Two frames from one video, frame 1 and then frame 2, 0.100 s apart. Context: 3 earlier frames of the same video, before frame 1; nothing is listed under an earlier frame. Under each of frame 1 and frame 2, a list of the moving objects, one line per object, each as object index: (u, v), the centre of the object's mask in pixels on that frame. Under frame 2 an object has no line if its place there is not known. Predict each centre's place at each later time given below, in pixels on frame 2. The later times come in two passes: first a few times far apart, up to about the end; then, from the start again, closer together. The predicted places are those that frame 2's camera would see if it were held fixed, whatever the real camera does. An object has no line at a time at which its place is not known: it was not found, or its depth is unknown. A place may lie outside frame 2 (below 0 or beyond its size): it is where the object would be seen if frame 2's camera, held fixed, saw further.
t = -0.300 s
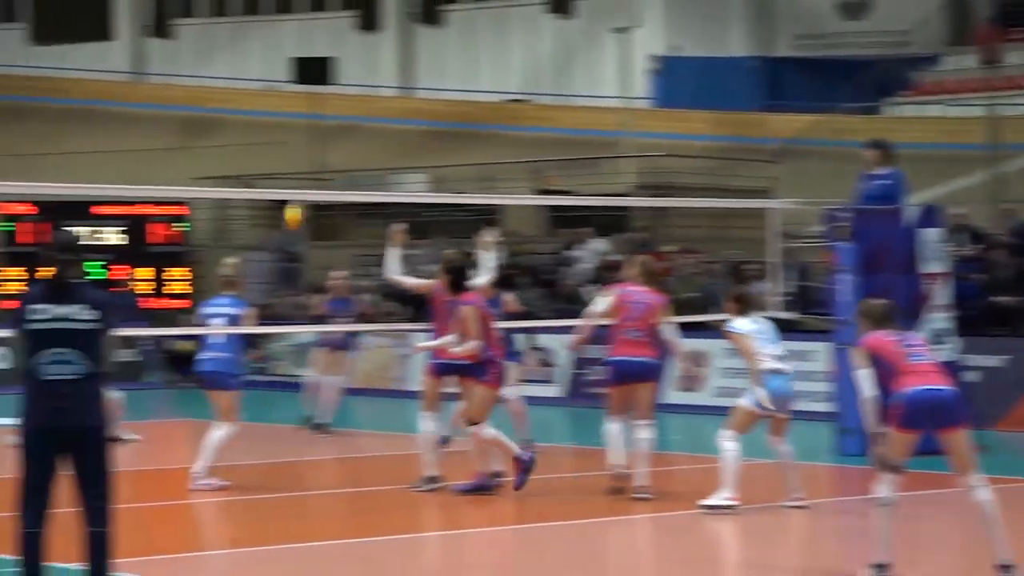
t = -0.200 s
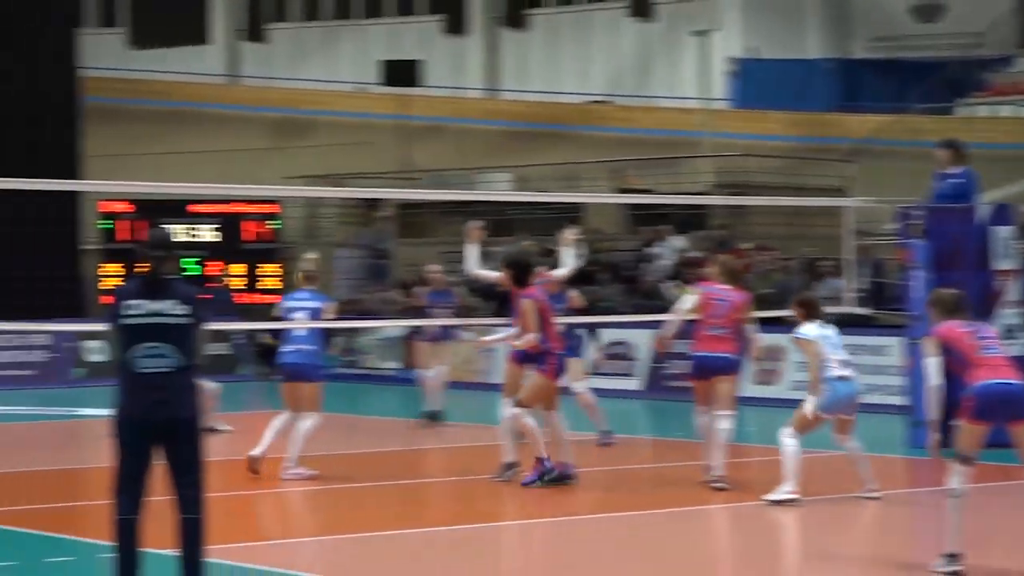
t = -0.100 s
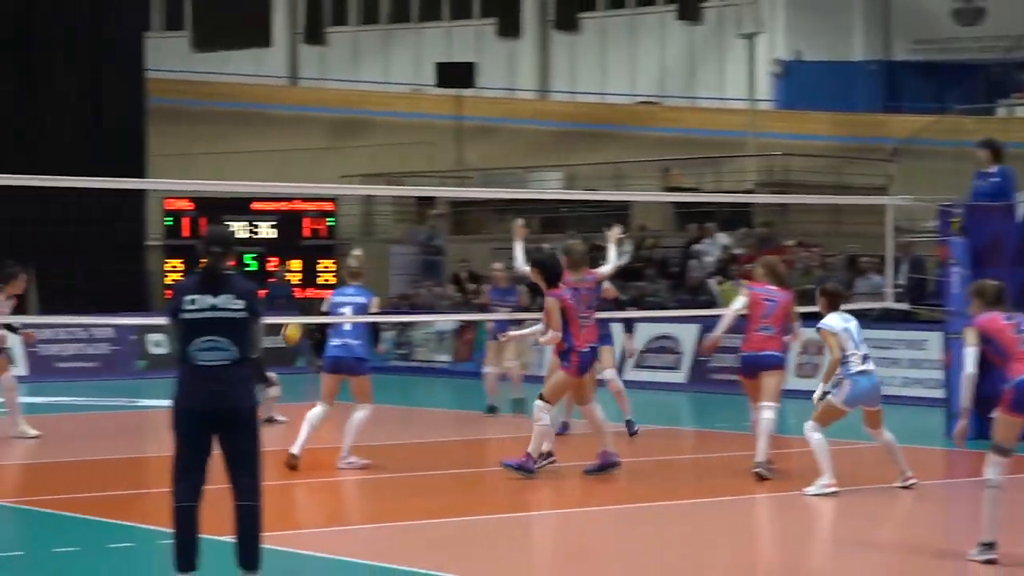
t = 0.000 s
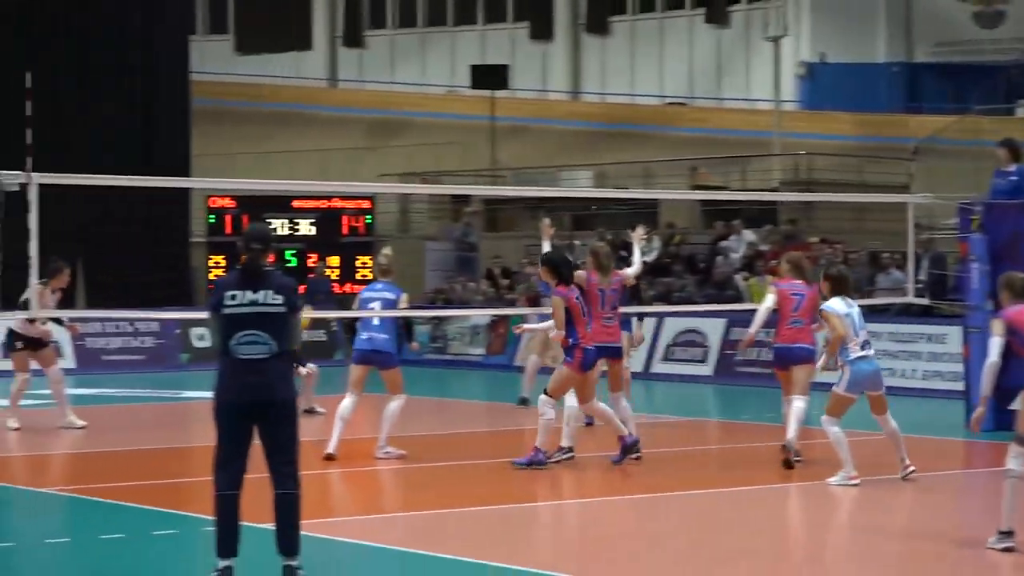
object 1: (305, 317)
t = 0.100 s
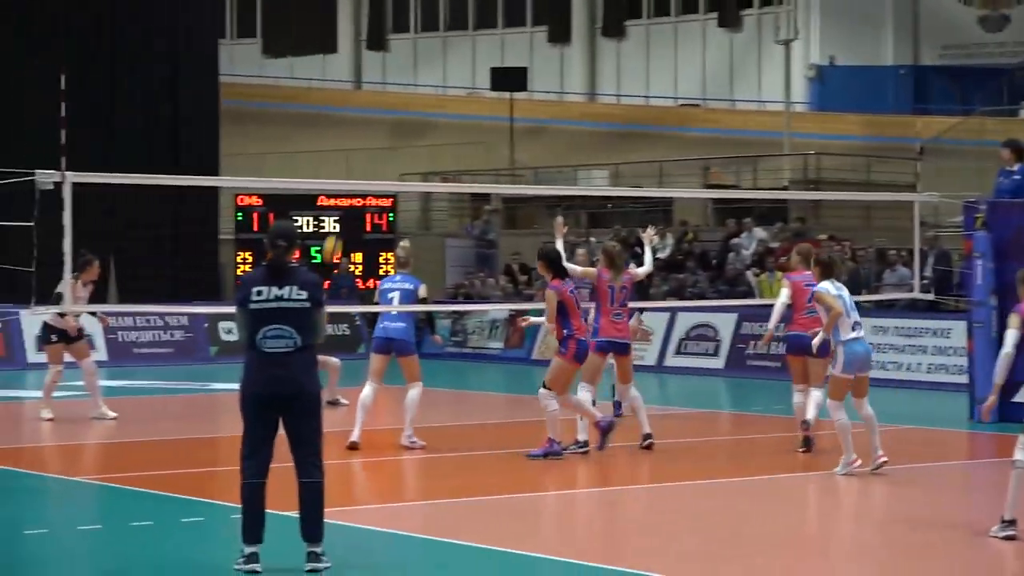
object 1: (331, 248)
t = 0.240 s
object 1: (338, 167)
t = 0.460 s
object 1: (350, 80)
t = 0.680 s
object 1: (363, 37)
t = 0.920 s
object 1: (377, 41)
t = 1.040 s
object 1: (385, 67)
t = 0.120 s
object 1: (334, 239)
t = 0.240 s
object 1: (338, 167)
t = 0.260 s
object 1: (339, 159)
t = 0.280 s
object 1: (340, 149)
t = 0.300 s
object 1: (341, 140)
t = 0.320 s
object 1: (342, 131)
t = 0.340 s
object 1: (344, 123)
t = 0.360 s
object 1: (344, 114)
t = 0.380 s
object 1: (345, 106)
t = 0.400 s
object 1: (345, 98)
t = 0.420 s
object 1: (347, 91)
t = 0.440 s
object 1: (348, 85)
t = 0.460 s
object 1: (350, 80)
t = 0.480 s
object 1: (351, 75)
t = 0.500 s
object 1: (352, 69)
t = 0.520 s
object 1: (353, 64)
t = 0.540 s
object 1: (355, 60)
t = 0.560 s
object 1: (356, 55)
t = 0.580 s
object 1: (357, 51)
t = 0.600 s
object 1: (357, 47)
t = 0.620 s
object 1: (358, 43)
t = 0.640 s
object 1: (360, 41)
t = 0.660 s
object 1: (361, 39)
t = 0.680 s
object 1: (363, 37)
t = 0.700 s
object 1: (364, 35)
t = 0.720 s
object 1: (365, 34)
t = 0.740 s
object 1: (365, 33)
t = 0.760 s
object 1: (367, 32)
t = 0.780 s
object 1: (368, 32)
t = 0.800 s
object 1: (370, 32)
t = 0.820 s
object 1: (371, 33)
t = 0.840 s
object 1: (372, 34)
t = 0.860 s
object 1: (373, 35)
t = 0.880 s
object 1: (375, 36)
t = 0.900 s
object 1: (375, 38)
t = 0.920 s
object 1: (377, 41)
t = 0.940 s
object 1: (378, 44)
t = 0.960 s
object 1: (379, 48)
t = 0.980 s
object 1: (381, 52)
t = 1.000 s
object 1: (382, 57)
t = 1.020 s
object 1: (383, 61)
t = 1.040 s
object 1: (385, 67)
